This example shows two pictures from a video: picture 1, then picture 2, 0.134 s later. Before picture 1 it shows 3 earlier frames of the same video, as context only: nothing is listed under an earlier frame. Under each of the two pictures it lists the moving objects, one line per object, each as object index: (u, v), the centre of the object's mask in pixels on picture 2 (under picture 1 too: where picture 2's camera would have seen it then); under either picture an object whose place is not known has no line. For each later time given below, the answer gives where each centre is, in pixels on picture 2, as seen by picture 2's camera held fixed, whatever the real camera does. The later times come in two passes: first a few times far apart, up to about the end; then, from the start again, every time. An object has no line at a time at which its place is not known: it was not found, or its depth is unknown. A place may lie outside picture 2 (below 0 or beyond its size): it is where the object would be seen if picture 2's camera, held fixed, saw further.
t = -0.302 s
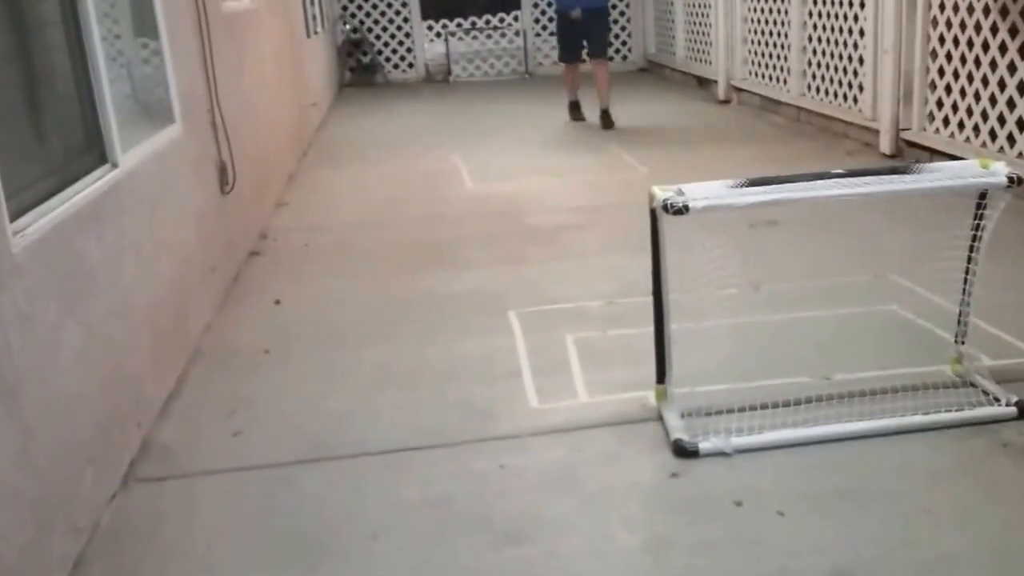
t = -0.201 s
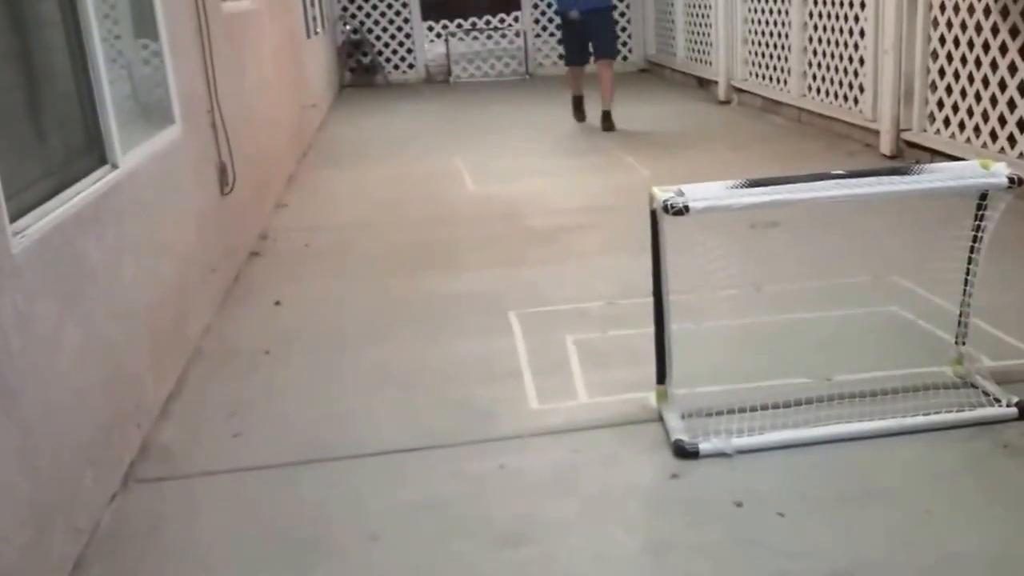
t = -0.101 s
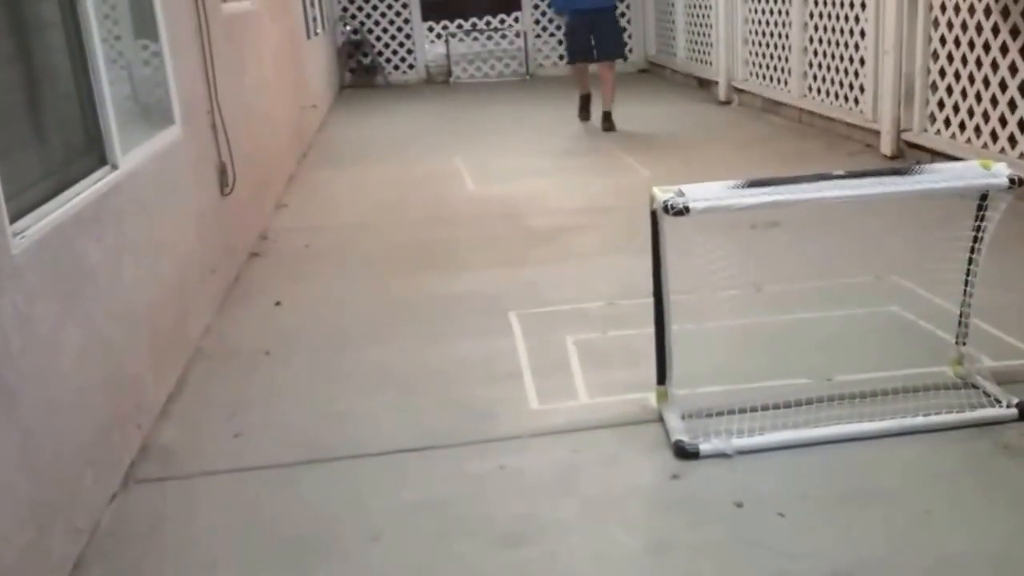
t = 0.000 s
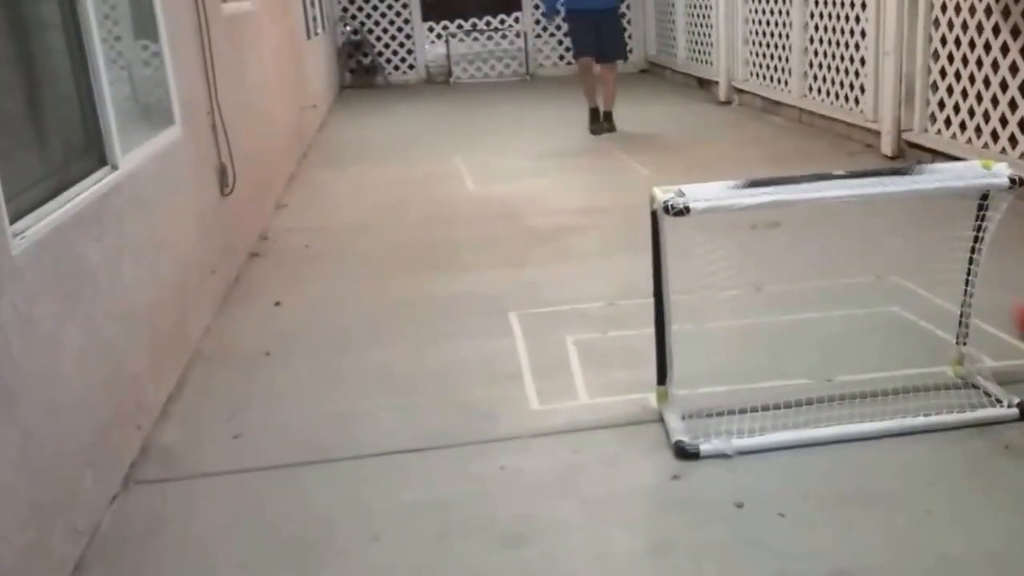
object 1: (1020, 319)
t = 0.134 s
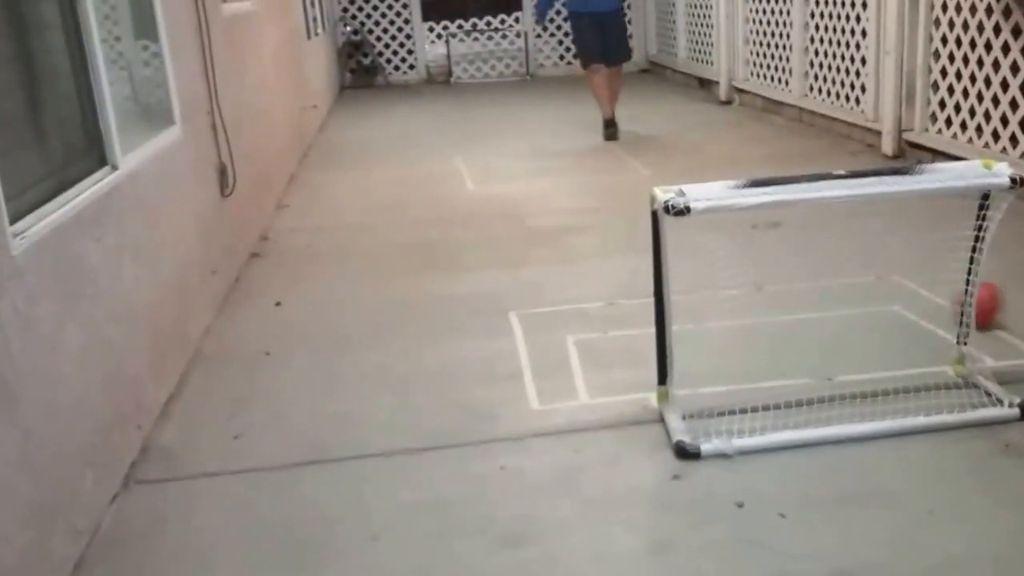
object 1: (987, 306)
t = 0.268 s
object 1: (920, 293)
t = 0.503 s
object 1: (837, 275)
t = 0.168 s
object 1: (962, 303)
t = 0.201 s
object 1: (943, 300)
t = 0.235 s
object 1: (933, 294)
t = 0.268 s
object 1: (920, 293)
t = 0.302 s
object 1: (908, 292)
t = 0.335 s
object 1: (895, 288)
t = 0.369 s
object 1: (884, 285)
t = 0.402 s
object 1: (871, 282)
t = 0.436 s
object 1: (860, 279)
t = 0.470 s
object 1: (848, 277)
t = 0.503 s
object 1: (837, 275)
